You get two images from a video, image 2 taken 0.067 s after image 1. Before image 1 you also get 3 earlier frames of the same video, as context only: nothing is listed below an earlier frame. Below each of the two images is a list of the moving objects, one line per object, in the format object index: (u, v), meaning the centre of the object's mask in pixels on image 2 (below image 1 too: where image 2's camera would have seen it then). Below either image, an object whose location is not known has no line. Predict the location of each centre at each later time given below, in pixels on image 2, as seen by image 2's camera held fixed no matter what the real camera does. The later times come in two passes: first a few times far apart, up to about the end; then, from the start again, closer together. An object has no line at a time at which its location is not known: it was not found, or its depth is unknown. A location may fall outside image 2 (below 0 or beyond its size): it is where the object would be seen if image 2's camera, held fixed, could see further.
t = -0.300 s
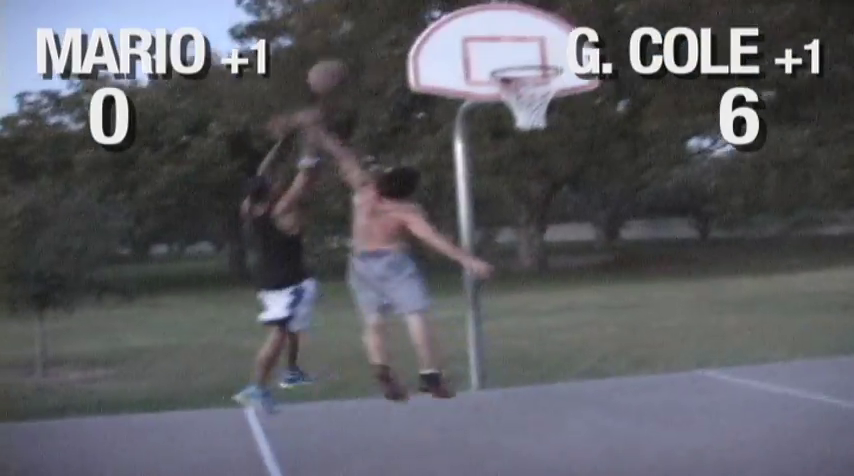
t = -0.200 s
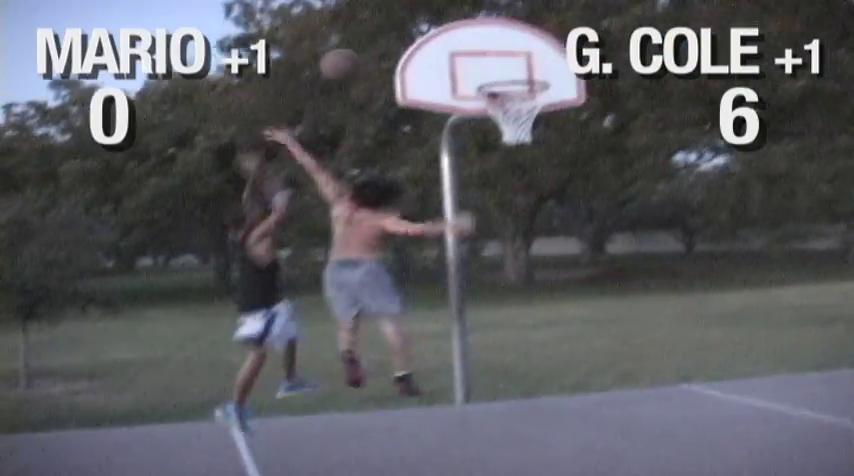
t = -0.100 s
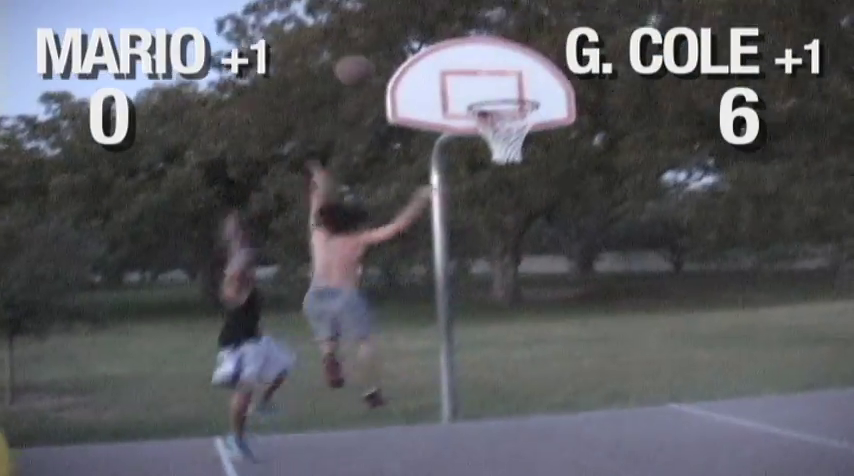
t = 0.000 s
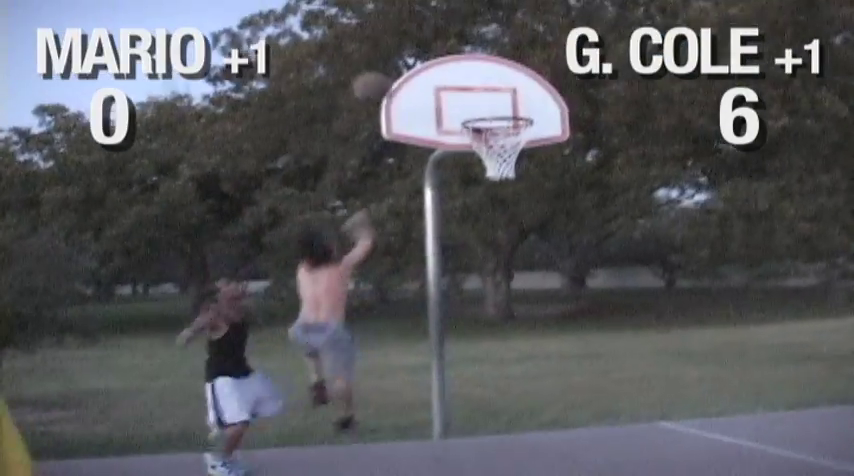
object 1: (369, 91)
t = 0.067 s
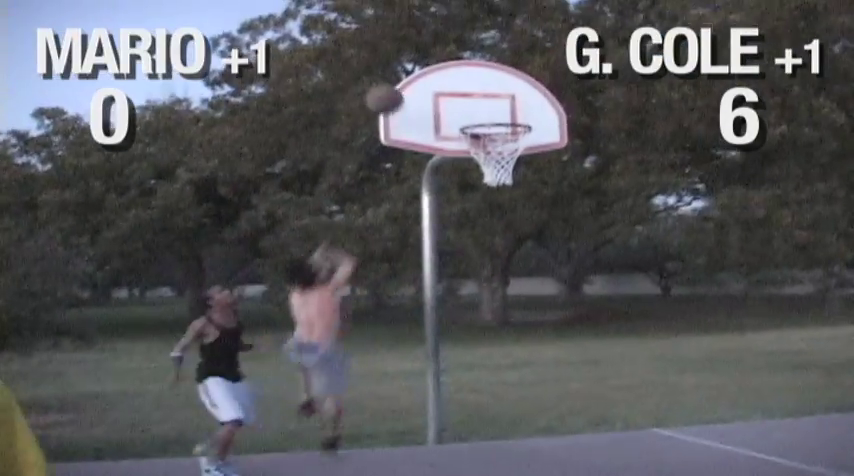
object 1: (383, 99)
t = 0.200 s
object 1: (411, 126)
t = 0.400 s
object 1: (460, 174)
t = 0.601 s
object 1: (511, 261)
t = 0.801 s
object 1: (576, 402)
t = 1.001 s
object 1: (613, 394)
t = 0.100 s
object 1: (390, 104)
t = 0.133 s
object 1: (398, 111)
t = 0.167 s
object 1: (405, 118)
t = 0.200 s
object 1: (411, 126)
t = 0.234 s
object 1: (417, 136)
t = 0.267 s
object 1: (424, 145)
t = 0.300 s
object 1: (434, 150)
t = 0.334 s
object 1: (440, 157)
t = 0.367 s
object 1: (451, 166)
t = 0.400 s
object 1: (460, 174)
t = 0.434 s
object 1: (465, 185)
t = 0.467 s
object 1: (475, 198)
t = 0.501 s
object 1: (485, 214)
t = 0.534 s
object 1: (494, 229)
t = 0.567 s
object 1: (501, 242)
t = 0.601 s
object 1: (511, 261)
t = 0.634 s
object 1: (522, 278)
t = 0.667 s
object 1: (529, 302)
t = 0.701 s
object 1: (537, 324)
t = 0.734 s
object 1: (547, 345)
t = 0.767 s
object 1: (561, 374)
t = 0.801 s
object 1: (576, 402)
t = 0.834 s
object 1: (580, 421)
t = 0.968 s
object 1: (606, 412)
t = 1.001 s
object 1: (613, 394)
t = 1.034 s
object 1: (617, 379)
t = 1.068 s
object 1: (621, 363)
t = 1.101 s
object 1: (618, 342)
